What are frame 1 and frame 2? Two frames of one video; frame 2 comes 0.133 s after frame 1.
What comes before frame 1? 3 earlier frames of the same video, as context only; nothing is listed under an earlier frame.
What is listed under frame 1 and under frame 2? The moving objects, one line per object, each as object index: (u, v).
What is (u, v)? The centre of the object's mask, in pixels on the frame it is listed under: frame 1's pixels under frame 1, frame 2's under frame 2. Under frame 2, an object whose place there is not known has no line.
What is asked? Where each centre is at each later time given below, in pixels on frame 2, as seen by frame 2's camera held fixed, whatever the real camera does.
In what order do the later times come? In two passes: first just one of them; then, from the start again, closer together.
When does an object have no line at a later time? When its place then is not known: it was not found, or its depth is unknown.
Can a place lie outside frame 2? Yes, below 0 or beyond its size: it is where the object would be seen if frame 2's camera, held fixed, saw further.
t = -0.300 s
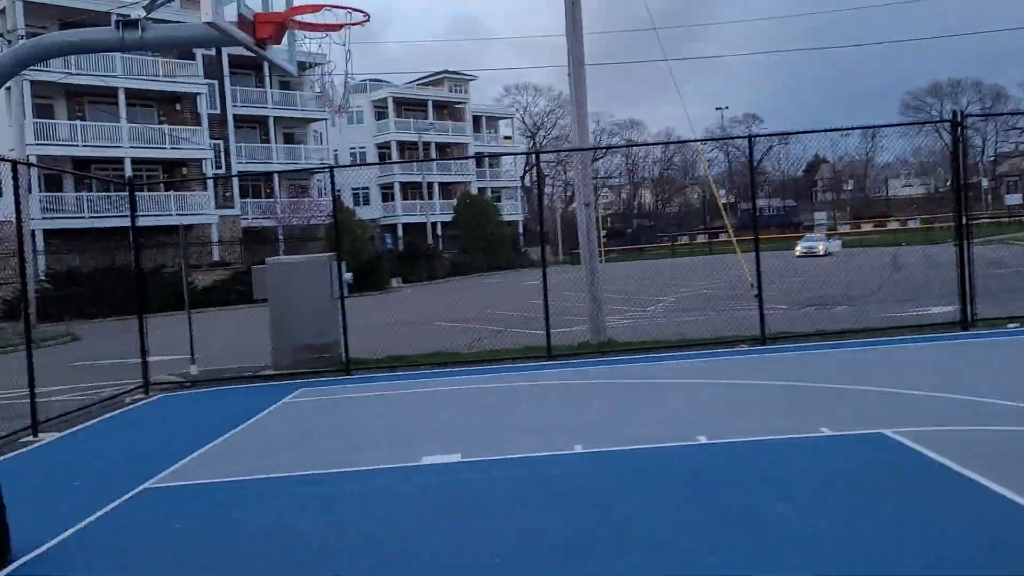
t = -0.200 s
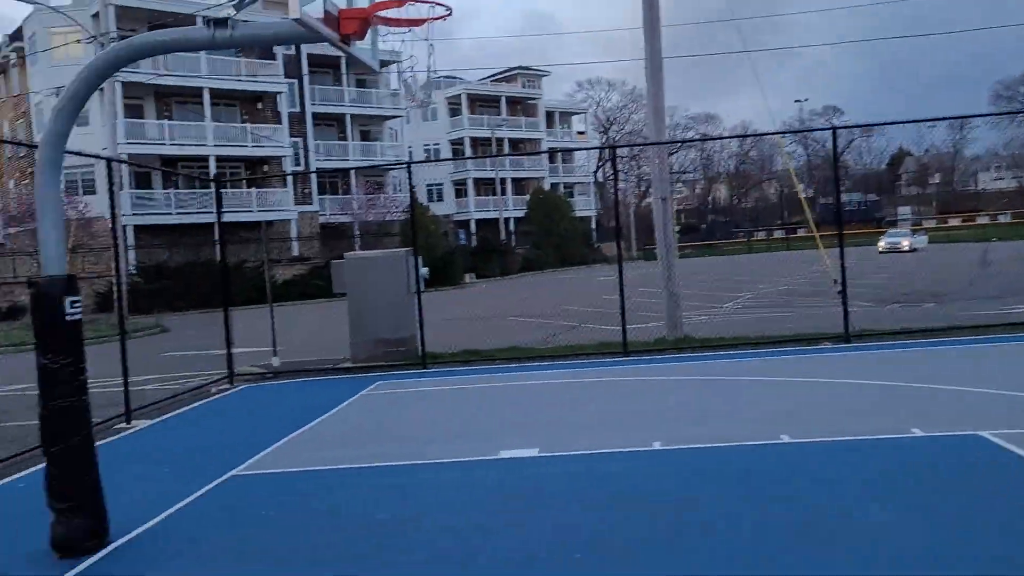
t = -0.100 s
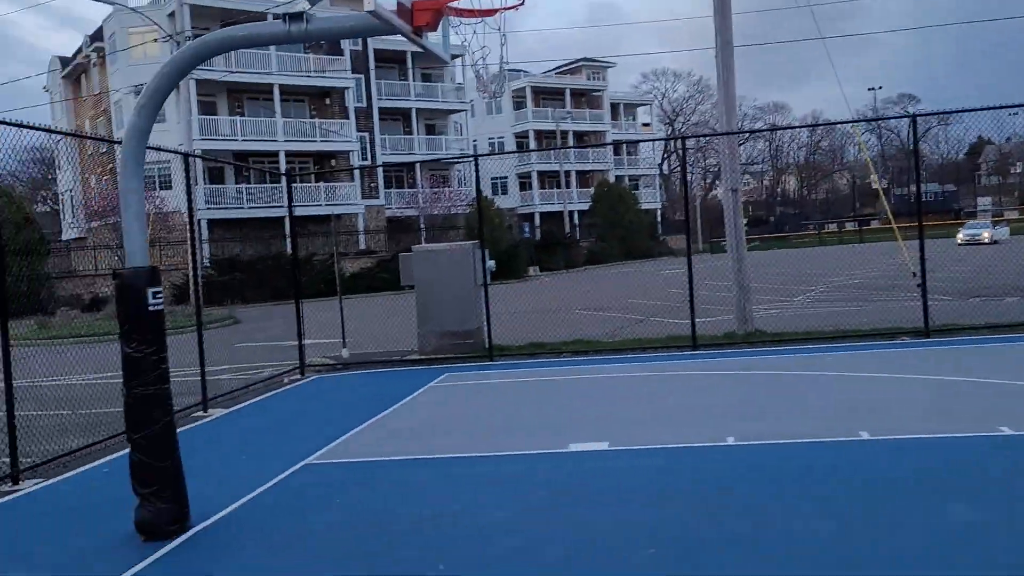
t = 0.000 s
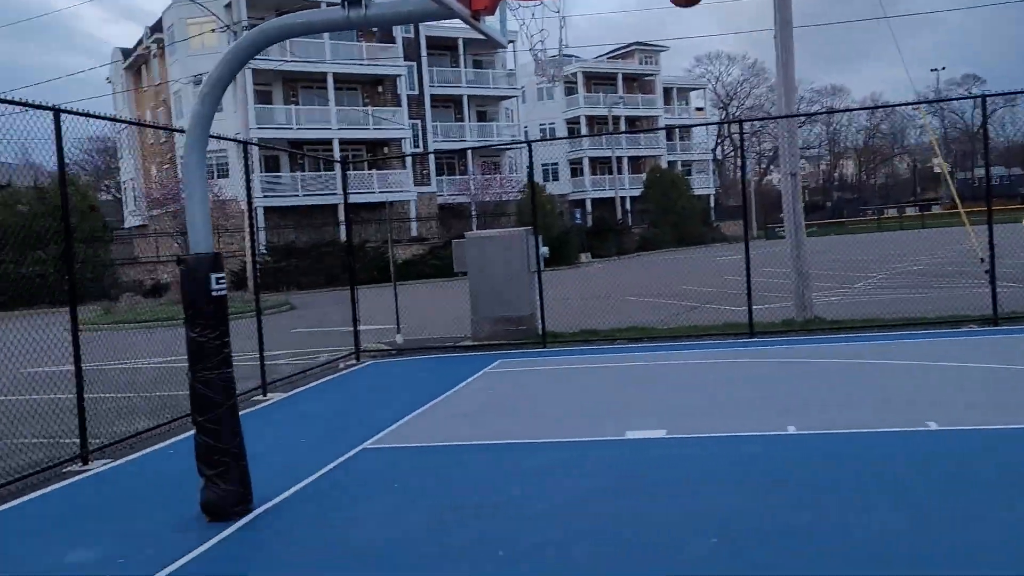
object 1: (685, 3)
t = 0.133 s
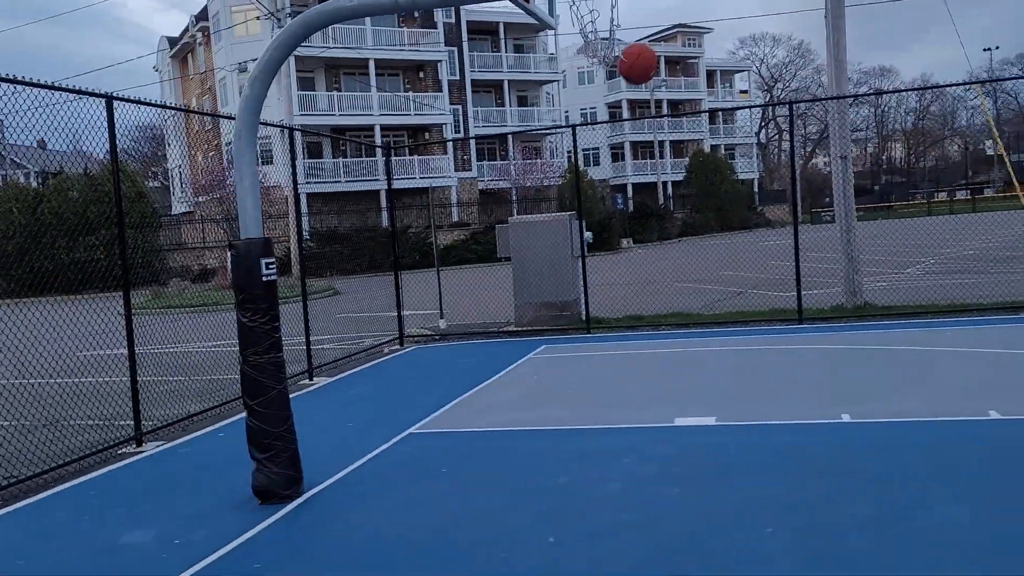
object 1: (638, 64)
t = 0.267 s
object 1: (556, 177)
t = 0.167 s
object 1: (615, 91)
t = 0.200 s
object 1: (595, 119)
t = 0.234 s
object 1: (575, 147)
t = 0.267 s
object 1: (556, 177)
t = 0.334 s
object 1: (517, 243)
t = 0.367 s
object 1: (500, 276)
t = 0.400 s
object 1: (484, 312)
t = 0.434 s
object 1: (463, 347)
